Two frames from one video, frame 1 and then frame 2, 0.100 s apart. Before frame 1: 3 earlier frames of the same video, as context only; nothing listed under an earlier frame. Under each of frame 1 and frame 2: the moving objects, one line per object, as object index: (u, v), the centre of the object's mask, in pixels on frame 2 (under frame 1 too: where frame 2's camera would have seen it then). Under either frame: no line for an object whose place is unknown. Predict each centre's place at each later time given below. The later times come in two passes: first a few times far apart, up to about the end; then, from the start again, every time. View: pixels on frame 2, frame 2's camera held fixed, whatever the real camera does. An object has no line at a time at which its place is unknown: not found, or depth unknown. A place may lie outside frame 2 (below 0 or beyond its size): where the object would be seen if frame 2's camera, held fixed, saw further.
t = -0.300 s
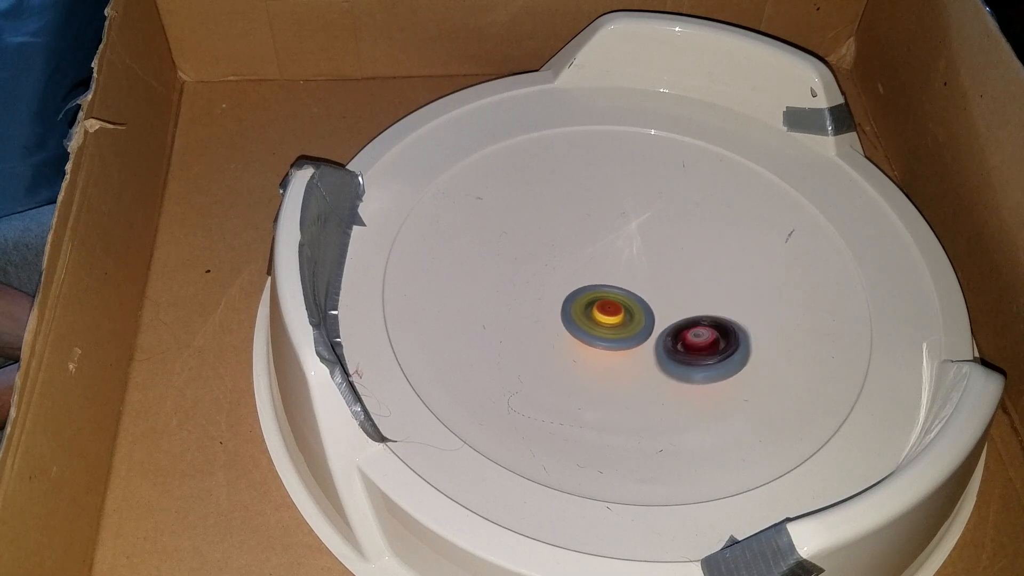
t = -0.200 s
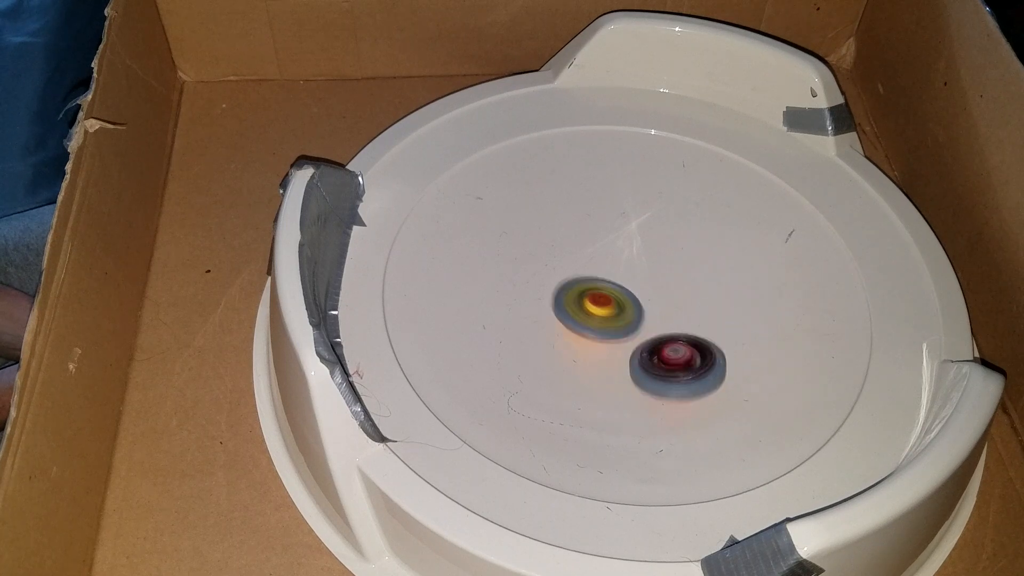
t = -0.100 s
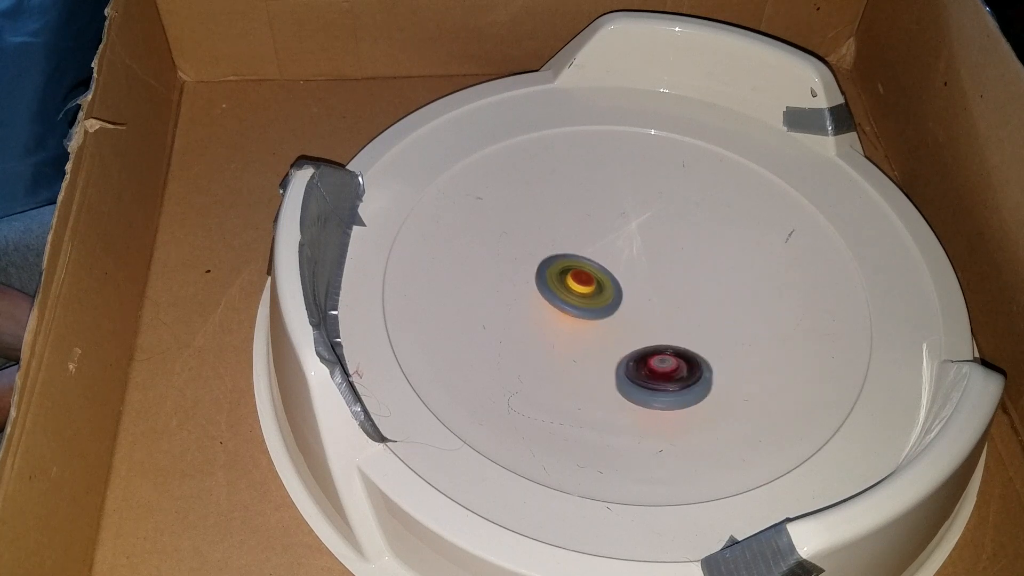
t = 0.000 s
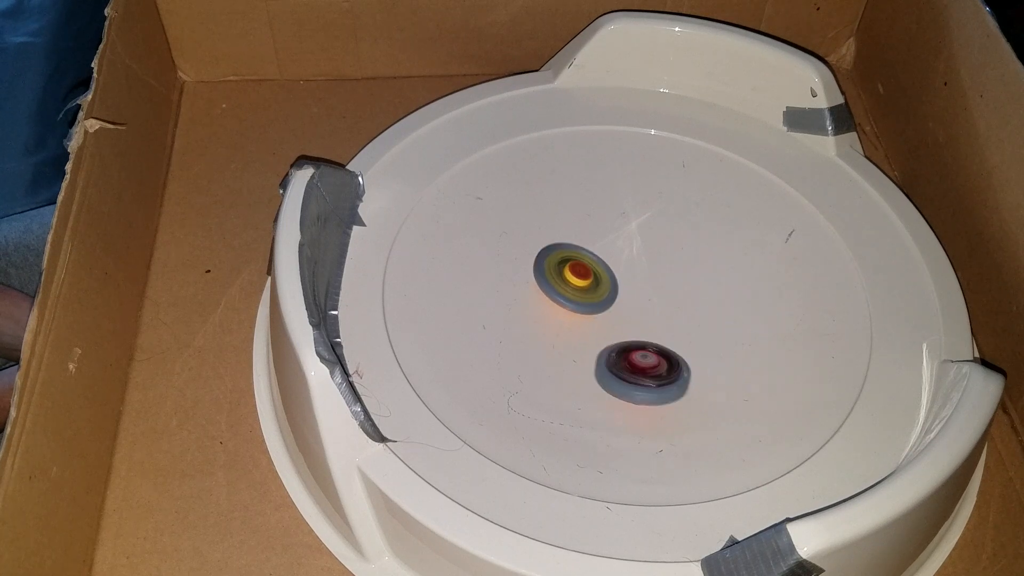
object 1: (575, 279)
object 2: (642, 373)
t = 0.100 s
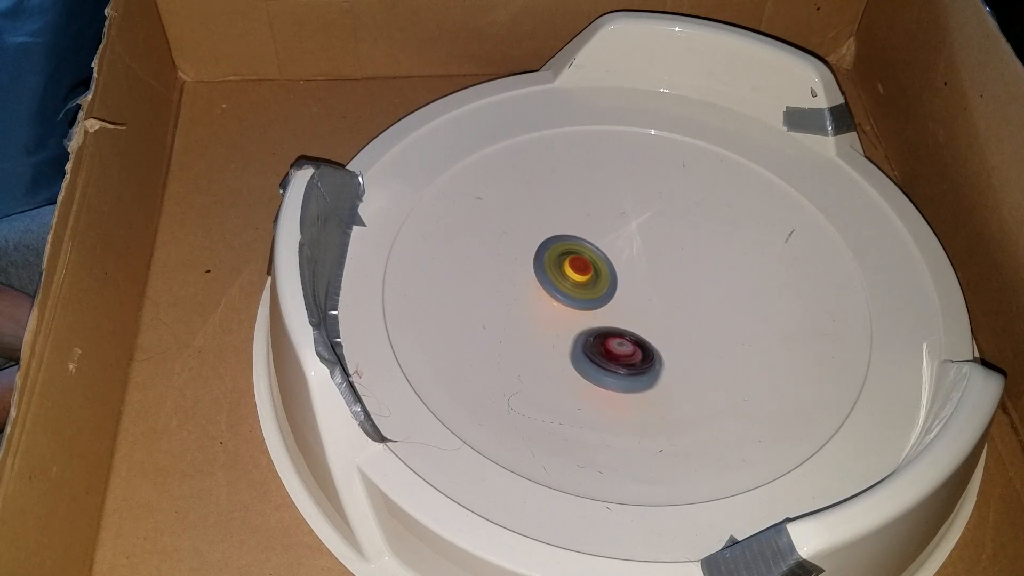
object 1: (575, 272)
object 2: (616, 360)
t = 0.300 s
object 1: (587, 255)
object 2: (577, 326)
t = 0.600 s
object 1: (638, 208)
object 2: (574, 342)
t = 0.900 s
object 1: (665, 232)
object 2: (656, 308)
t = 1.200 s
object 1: (685, 246)
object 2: (686, 354)
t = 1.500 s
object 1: (642, 281)
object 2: (680, 356)
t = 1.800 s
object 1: (602, 228)
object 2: (650, 358)
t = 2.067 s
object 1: (581, 233)
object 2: (659, 307)
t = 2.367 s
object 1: (572, 238)
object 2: (701, 262)
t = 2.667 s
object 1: (579, 254)
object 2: (695, 259)
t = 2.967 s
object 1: (568, 263)
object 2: (641, 293)
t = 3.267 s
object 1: (543, 254)
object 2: (636, 319)
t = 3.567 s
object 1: (543, 251)
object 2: (641, 308)
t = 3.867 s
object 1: (563, 277)
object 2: (653, 307)
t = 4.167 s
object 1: (583, 277)
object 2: (669, 309)
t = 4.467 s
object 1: (577, 278)
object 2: (676, 303)
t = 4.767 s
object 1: (577, 286)
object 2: (670, 295)
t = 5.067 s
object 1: (574, 289)
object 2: (671, 280)
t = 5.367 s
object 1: (580, 298)
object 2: (665, 282)
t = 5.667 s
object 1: (579, 304)
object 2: (655, 277)
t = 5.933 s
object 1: (563, 299)
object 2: (653, 277)
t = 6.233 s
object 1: (583, 306)
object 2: (641, 277)
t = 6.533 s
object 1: (605, 300)
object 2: (683, 257)
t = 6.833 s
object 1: (633, 303)
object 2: (681, 254)
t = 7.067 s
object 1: (632, 295)
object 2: (673, 249)
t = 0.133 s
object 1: (576, 270)
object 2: (607, 353)
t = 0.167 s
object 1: (577, 269)
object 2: (598, 346)
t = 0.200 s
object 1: (579, 267)
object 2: (591, 339)
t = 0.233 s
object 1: (581, 261)
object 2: (585, 336)
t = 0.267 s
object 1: (584, 257)
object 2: (580, 332)
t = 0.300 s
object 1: (587, 255)
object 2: (577, 326)
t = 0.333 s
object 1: (595, 239)
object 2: (568, 334)
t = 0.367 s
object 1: (606, 224)
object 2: (563, 343)
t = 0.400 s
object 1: (615, 214)
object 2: (560, 347)
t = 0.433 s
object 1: (623, 210)
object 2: (560, 346)
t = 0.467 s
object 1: (627, 208)
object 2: (562, 346)
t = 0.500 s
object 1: (629, 208)
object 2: (564, 346)
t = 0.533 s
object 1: (632, 208)
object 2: (565, 346)
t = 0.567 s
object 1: (635, 208)
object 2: (569, 345)
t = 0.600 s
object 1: (638, 208)
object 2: (574, 342)
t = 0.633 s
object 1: (641, 209)
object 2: (581, 339)
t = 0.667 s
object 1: (645, 211)
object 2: (591, 335)
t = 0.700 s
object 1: (648, 213)
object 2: (600, 331)
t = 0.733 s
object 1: (651, 216)
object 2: (609, 327)
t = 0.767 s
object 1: (654, 219)
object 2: (619, 323)
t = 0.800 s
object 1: (657, 222)
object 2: (628, 319)
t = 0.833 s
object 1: (660, 226)
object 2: (637, 315)
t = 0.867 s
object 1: (662, 230)
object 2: (646, 311)
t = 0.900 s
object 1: (665, 232)
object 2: (656, 308)
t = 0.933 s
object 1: (667, 234)
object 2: (663, 307)
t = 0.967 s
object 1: (675, 227)
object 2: (664, 322)
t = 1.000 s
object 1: (683, 221)
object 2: (664, 332)
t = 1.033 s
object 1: (690, 221)
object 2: (666, 338)
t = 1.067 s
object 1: (691, 224)
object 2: (671, 343)
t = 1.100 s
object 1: (690, 229)
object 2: (678, 347)
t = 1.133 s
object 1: (688, 234)
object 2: (683, 351)
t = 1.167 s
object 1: (687, 239)
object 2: (686, 353)
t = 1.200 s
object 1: (685, 246)
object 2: (686, 354)
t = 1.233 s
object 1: (682, 256)
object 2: (686, 353)
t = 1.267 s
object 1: (679, 267)
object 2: (687, 353)
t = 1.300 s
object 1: (676, 276)
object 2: (687, 353)
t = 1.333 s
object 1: (673, 281)
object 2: (687, 358)
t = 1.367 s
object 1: (666, 285)
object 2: (685, 358)
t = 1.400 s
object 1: (660, 286)
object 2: (683, 357)
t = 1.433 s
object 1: (654, 286)
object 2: (683, 357)
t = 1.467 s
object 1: (648, 284)
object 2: (681, 357)
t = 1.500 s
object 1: (642, 281)
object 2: (680, 356)
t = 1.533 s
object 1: (637, 278)
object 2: (676, 353)
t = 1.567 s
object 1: (632, 278)
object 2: (670, 349)
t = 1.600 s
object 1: (627, 277)
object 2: (664, 344)
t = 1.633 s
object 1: (620, 260)
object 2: (661, 355)
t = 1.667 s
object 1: (613, 244)
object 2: (657, 363)
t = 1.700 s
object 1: (609, 233)
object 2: (654, 366)
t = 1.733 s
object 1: (606, 227)
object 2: (652, 365)
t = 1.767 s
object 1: (604, 226)
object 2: (651, 363)
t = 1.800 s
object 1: (602, 228)
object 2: (650, 358)
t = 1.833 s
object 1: (599, 229)
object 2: (649, 351)
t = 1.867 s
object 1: (596, 230)
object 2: (649, 344)
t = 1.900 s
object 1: (593, 231)
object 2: (650, 338)
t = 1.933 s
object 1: (590, 231)
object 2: (651, 331)
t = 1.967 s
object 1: (588, 232)
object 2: (652, 325)
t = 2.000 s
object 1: (585, 232)
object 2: (654, 319)
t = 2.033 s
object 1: (583, 233)
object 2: (656, 313)
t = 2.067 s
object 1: (581, 233)
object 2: (659, 307)
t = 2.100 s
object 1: (579, 234)
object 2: (663, 301)
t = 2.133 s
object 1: (577, 234)
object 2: (667, 295)
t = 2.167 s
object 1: (576, 235)
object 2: (671, 290)
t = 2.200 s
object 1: (575, 235)
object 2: (675, 284)
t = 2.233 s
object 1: (574, 236)
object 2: (680, 279)
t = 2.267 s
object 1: (573, 237)
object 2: (685, 274)
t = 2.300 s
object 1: (573, 237)
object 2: (691, 269)
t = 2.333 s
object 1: (572, 238)
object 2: (696, 265)
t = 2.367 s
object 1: (572, 238)
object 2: (701, 262)
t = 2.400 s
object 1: (572, 239)
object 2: (704, 260)
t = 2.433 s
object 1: (573, 240)
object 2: (705, 260)
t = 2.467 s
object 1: (574, 241)
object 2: (704, 260)
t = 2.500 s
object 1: (574, 243)
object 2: (702, 259)
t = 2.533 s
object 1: (575, 244)
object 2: (701, 258)
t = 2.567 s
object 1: (576, 246)
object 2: (700, 257)
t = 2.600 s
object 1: (577, 249)
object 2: (700, 257)
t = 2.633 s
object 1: (578, 251)
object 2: (698, 257)
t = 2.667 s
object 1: (579, 254)
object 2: (695, 259)
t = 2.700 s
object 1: (580, 256)
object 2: (691, 262)
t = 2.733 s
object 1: (580, 259)
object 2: (685, 265)
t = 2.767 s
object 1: (581, 261)
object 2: (677, 269)
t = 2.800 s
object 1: (581, 264)
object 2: (670, 272)
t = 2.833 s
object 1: (581, 266)
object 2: (663, 275)
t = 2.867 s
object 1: (580, 268)
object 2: (658, 279)
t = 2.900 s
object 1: (576, 267)
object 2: (651, 284)
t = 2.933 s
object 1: (572, 266)
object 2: (645, 288)
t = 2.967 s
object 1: (568, 263)
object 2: (641, 293)
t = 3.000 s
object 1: (556, 256)
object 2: (652, 305)
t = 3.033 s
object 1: (549, 252)
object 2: (657, 314)
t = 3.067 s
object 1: (547, 251)
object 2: (657, 318)
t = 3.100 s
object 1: (546, 252)
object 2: (654, 320)
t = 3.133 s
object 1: (545, 253)
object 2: (651, 321)
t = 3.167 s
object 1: (544, 253)
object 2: (648, 322)
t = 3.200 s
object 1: (543, 253)
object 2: (644, 322)
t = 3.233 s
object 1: (543, 254)
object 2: (641, 321)
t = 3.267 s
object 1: (543, 254)
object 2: (636, 319)
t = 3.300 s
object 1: (543, 255)
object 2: (632, 317)
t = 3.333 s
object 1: (543, 256)
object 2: (628, 314)
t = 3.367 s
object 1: (544, 256)
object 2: (624, 311)
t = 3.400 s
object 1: (545, 257)
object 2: (621, 307)
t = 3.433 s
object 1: (545, 256)
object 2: (621, 305)
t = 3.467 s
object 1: (538, 249)
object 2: (631, 309)
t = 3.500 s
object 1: (538, 247)
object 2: (636, 311)
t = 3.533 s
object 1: (541, 248)
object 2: (639, 309)
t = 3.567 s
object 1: (543, 251)
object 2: (641, 308)
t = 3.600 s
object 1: (544, 253)
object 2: (644, 308)
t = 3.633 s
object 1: (546, 256)
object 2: (647, 307)
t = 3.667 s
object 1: (547, 258)
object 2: (649, 307)
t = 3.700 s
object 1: (548, 260)
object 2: (652, 307)
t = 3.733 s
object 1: (549, 263)
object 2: (654, 307)
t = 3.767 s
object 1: (550, 265)
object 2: (654, 308)
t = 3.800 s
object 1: (553, 268)
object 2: (654, 308)
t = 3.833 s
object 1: (557, 272)
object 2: (653, 308)
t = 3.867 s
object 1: (563, 277)
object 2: (653, 307)
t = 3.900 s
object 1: (568, 283)
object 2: (654, 306)
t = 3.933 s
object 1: (575, 286)
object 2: (656, 305)
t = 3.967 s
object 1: (578, 288)
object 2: (660, 307)
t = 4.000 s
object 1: (576, 284)
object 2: (666, 310)
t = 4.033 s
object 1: (576, 281)
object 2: (674, 313)
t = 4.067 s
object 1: (577, 277)
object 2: (678, 314)
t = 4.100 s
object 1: (579, 275)
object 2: (677, 315)
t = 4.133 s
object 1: (582, 275)
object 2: (673, 312)
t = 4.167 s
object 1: (583, 277)
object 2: (669, 309)
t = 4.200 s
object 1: (577, 276)
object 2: (673, 309)
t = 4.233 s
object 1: (572, 273)
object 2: (677, 309)
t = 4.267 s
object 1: (573, 272)
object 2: (676, 307)
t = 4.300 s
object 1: (575, 273)
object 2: (675, 305)
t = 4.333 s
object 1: (577, 275)
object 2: (677, 304)
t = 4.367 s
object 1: (577, 276)
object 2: (678, 304)
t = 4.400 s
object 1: (576, 277)
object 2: (678, 303)
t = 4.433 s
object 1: (576, 277)
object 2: (677, 303)
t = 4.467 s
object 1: (577, 278)
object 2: (676, 303)
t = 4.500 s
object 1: (577, 279)
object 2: (674, 302)
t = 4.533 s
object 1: (577, 280)
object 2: (672, 301)
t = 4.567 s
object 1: (577, 281)
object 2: (671, 298)
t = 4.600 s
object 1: (577, 282)
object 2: (671, 296)
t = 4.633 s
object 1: (577, 283)
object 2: (672, 296)
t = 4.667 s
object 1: (577, 284)
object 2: (672, 297)
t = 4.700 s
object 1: (577, 285)
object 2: (672, 296)
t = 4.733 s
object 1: (577, 285)
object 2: (671, 296)
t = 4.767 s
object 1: (577, 286)
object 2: (670, 295)
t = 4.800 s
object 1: (577, 287)
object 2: (669, 293)
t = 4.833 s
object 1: (577, 288)
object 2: (668, 291)
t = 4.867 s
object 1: (577, 289)
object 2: (666, 289)
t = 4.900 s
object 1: (577, 290)
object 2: (666, 287)
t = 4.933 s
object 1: (577, 290)
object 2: (665, 285)
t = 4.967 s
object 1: (578, 290)
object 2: (665, 284)
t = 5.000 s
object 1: (578, 291)
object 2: (665, 282)
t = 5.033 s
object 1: (575, 291)
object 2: (669, 281)
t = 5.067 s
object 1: (574, 289)
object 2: (671, 280)
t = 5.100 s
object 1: (575, 289)
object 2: (672, 278)
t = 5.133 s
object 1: (578, 289)
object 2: (672, 277)
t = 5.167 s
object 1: (579, 292)
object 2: (672, 278)
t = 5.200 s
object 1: (579, 292)
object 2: (670, 279)
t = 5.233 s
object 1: (580, 293)
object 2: (670, 279)
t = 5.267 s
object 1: (581, 294)
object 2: (670, 279)
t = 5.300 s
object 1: (581, 295)
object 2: (669, 280)
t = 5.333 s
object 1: (581, 297)
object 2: (668, 281)
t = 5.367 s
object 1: (580, 298)
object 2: (665, 282)
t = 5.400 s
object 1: (578, 299)
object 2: (665, 283)
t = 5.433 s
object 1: (577, 298)
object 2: (665, 283)
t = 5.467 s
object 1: (578, 298)
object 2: (664, 282)
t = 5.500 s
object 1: (579, 300)
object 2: (661, 281)
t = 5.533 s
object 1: (578, 301)
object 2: (659, 281)
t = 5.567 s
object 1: (577, 301)
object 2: (658, 280)
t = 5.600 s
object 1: (577, 302)
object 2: (656, 279)
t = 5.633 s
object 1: (577, 303)
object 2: (655, 278)
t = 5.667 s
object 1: (579, 304)
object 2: (655, 277)
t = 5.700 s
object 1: (579, 305)
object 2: (654, 276)
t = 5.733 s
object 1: (579, 305)
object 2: (654, 277)
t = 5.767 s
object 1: (580, 305)
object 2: (655, 277)
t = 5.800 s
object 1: (580, 306)
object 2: (654, 276)
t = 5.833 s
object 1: (580, 305)
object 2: (652, 275)
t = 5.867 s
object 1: (576, 304)
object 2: (651, 276)
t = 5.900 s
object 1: (572, 301)
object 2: (652, 276)
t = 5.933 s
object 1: (563, 299)
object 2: (653, 277)
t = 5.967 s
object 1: (558, 298)
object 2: (653, 278)
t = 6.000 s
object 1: (555, 297)
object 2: (652, 281)
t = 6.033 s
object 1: (556, 299)
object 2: (649, 281)
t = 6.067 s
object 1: (559, 302)
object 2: (646, 280)
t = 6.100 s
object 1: (561, 302)
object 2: (645, 278)
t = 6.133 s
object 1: (564, 302)
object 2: (645, 278)
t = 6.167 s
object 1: (569, 299)
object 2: (644, 278)
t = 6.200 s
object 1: (576, 301)
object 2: (643, 278)
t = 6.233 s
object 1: (583, 306)
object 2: (641, 277)
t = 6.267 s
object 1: (588, 310)
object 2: (641, 275)
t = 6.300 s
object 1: (587, 310)
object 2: (650, 275)
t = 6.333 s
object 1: (584, 306)
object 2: (662, 272)
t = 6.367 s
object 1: (584, 304)
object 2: (672, 268)
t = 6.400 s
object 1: (586, 306)
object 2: (678, 265)
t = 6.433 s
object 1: (590, 304)
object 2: (681, 262)
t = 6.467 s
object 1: (594, 304)
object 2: (682, 260)
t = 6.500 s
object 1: (600, 301)
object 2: (683, 258)
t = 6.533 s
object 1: (605, 300)
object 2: (683, 257)
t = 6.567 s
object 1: (611, 298)
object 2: (684, 256)
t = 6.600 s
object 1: (615, 297)
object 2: (684, 256)
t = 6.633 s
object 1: (619, 296)
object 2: (685, 256)
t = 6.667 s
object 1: (622, 295)
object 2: (685, 256)
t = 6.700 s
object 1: (625, 295)
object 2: (684, 256)
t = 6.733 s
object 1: (625, 297)
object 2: (683, 256)
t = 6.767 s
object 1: (627, 299)
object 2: (683, 256)
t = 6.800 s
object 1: (630, 302)
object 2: (681, 255)
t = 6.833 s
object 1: (633, 303)
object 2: (681, 254)
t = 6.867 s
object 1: (635, 302)
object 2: (681, 253)
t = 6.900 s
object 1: (635, 302)
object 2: (680, 253)
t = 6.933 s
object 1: (634, 301)
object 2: (679, 253)
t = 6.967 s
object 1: (633, 298)
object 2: (678, 252)
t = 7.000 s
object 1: (632, 296)
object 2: (676, 251)
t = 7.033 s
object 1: (632, 294)
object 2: (674, 250)
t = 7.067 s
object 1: (632, 295)
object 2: (673, 249)
